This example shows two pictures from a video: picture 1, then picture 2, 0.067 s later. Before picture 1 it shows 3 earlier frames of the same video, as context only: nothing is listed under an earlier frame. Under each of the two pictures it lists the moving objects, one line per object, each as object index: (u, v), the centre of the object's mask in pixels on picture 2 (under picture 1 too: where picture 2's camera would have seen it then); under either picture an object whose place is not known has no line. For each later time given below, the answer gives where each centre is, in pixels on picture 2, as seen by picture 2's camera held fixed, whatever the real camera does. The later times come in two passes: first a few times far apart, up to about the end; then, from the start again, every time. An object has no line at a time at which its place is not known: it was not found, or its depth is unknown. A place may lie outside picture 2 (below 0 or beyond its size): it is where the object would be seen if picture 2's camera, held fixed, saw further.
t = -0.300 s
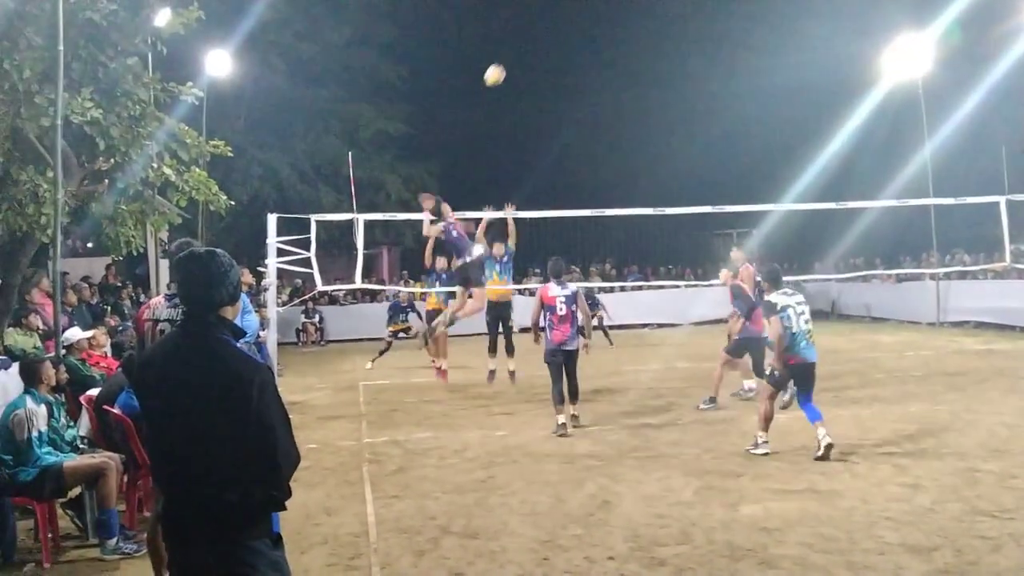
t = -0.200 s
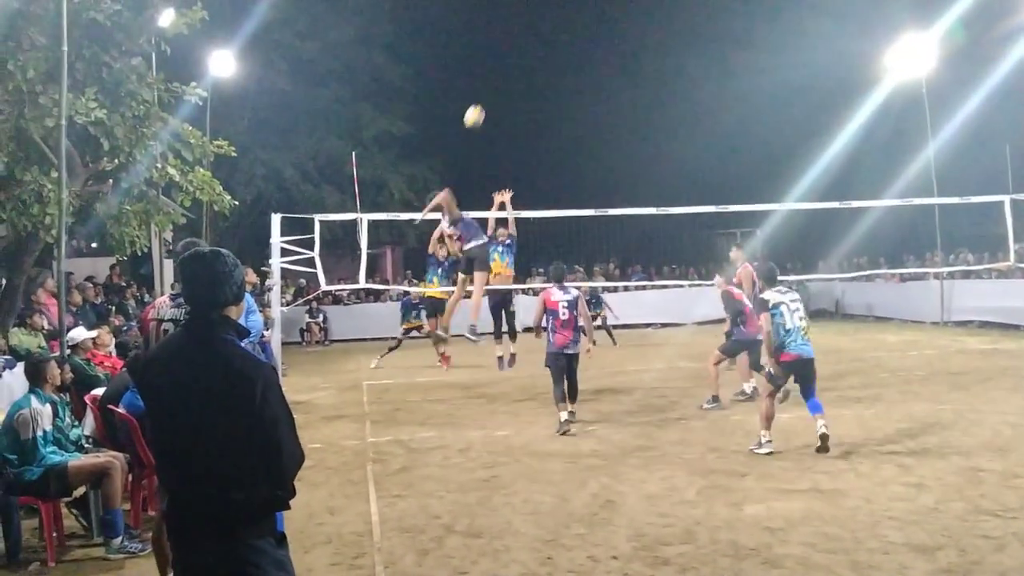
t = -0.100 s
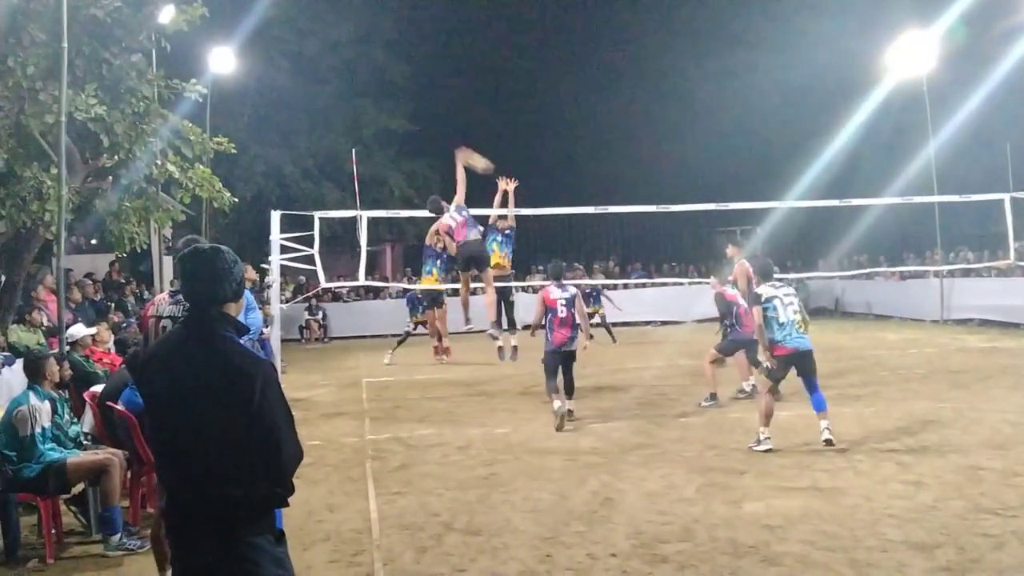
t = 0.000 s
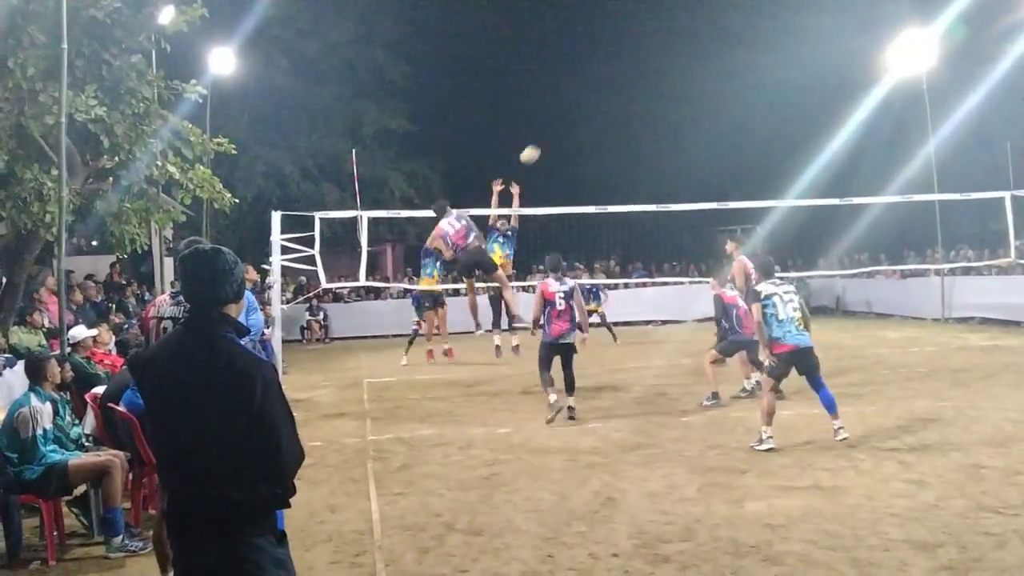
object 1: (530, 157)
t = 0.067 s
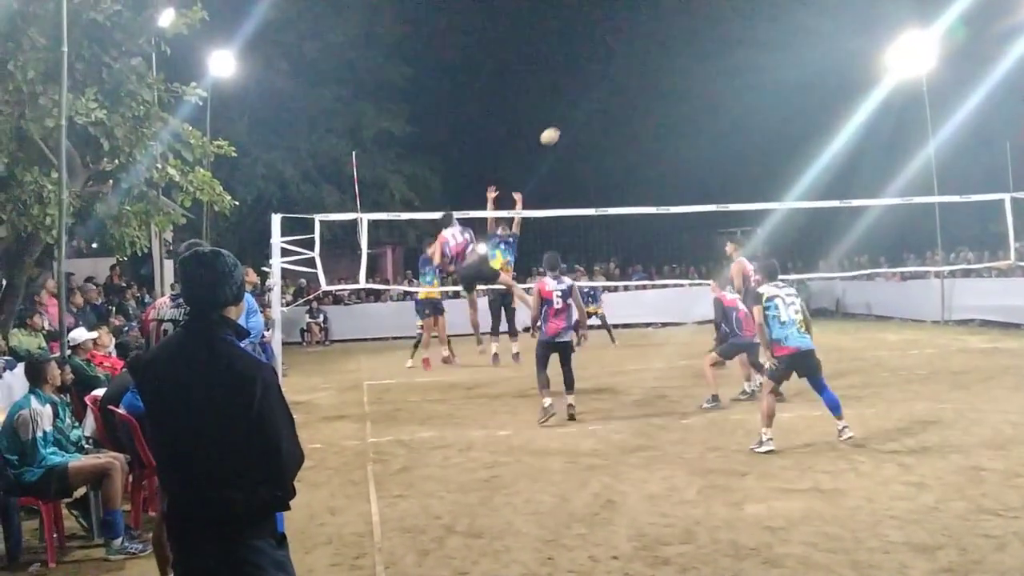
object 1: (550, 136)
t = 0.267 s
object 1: (604, 98)
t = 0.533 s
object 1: (661, 96)
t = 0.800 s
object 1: (708, 138)
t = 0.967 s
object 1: (733, 182)
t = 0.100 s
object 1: (559, 127)
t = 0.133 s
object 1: (569, 119)
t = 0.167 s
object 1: (578, 112)
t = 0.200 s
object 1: (587, 107)
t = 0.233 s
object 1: (595, 102)
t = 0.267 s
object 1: (604, 98)
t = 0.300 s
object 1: (611, 95)
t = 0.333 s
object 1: (619, 93)
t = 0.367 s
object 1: (627, 91)
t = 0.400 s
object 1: (634, 91)
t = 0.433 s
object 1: (641, 91)
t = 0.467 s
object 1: (648, 92)
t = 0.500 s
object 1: (655, 94)
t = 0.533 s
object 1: (661, 96)
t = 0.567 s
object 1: (668, 99)
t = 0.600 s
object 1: (674, 103)
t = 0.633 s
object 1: (681, 107)
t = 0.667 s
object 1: (687, 113)
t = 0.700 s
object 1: (692, 118)
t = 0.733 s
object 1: (698, 124)
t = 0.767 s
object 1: (703, 131)
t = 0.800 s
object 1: (708, 138)
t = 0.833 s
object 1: (714, 146)
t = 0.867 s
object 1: (719, 154)
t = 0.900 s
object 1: (723, 163)
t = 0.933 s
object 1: (728, 172)
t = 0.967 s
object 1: (733, 182)
